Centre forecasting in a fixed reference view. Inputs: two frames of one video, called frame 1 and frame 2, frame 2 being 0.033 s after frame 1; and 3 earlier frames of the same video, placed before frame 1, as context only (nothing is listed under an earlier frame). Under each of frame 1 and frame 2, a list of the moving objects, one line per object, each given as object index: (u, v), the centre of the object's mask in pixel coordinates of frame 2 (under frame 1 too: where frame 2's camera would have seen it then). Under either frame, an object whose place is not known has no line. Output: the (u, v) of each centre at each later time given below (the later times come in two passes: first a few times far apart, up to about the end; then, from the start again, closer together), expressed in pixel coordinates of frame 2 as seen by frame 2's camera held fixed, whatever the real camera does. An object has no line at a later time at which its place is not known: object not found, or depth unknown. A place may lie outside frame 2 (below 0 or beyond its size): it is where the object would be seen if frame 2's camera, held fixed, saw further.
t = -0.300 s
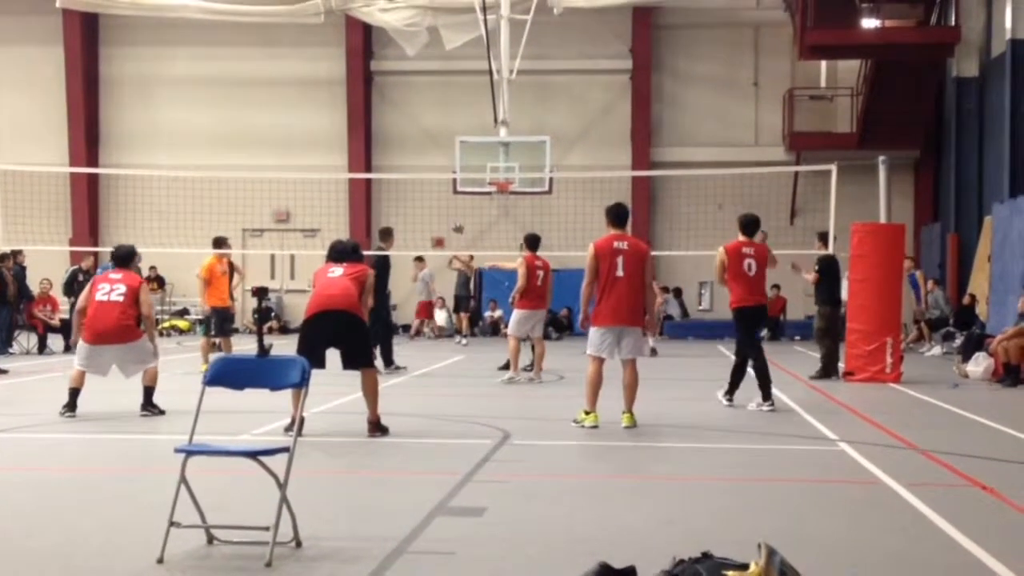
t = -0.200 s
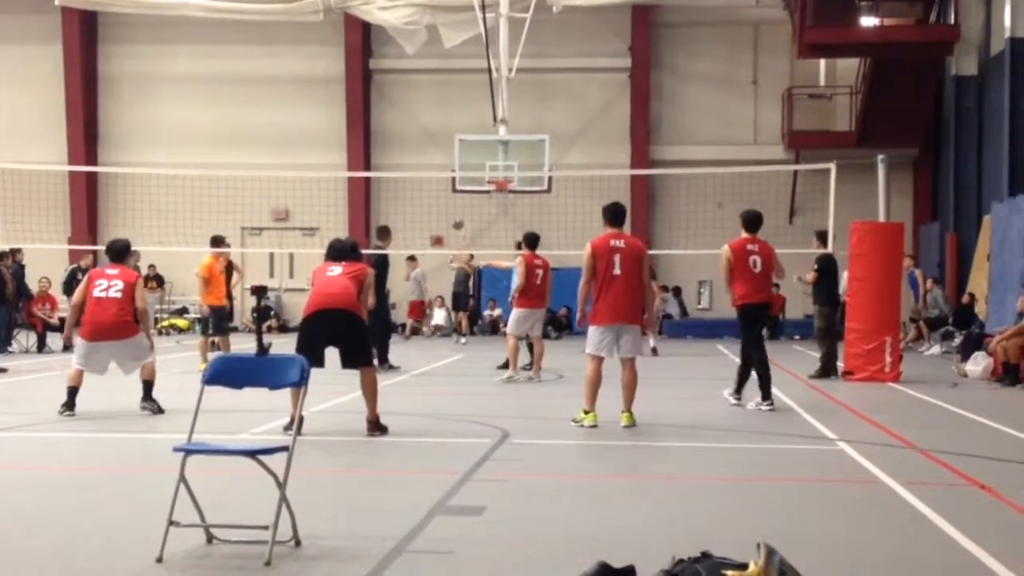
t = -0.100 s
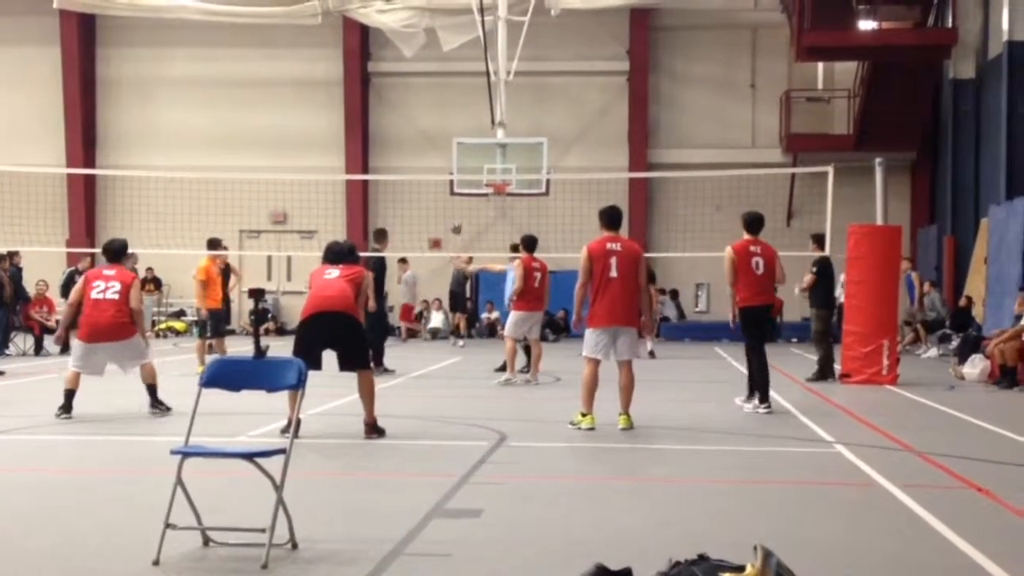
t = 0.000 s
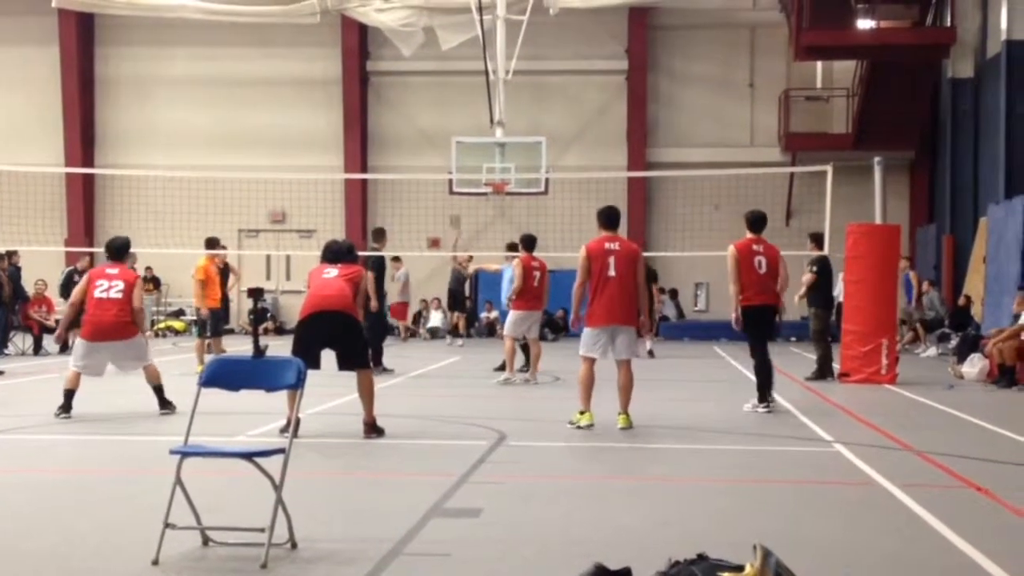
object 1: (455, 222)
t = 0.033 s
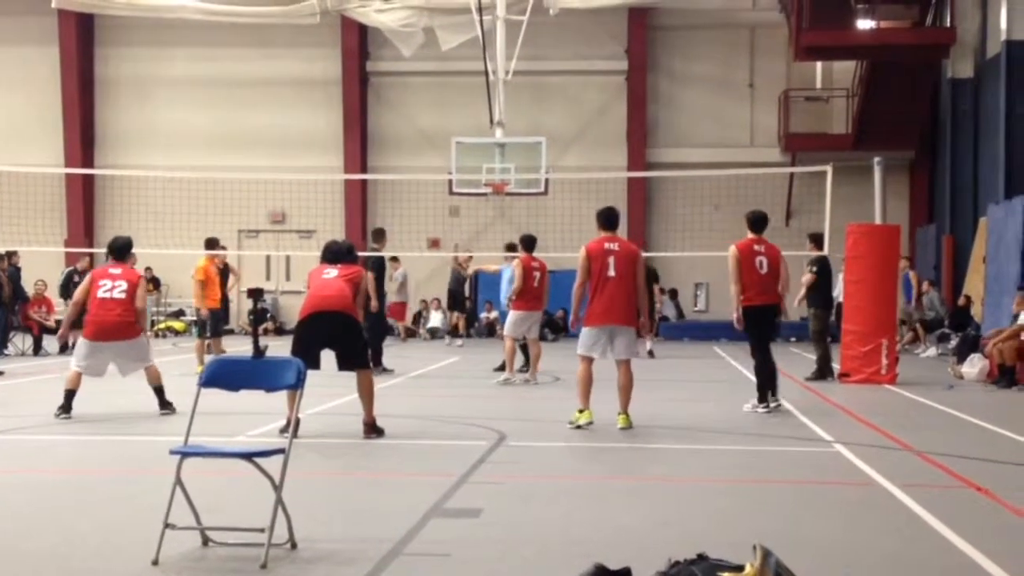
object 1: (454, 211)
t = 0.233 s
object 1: (445, 148)
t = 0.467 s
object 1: (432, 100)
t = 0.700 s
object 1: (416, 86)
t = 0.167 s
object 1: (448, 169)
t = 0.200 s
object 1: (447, 162)
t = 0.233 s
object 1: (445, 148)
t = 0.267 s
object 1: (444, 144)
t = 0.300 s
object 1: (444, 135)
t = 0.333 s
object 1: (442, 125)
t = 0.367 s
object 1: (439, 119)
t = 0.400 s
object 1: (437, 113)
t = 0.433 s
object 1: (435, 107)
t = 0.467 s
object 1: (432, 100)
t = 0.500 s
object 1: (430, 96)
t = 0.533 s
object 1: (428, 92)
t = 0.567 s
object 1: (425, 88)
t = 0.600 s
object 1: (422, 86)
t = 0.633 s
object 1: (420, 86)
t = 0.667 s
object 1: (418, 86)
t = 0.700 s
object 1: (416, 86)
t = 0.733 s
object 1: (414, 87)
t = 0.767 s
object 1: (412, 90)
